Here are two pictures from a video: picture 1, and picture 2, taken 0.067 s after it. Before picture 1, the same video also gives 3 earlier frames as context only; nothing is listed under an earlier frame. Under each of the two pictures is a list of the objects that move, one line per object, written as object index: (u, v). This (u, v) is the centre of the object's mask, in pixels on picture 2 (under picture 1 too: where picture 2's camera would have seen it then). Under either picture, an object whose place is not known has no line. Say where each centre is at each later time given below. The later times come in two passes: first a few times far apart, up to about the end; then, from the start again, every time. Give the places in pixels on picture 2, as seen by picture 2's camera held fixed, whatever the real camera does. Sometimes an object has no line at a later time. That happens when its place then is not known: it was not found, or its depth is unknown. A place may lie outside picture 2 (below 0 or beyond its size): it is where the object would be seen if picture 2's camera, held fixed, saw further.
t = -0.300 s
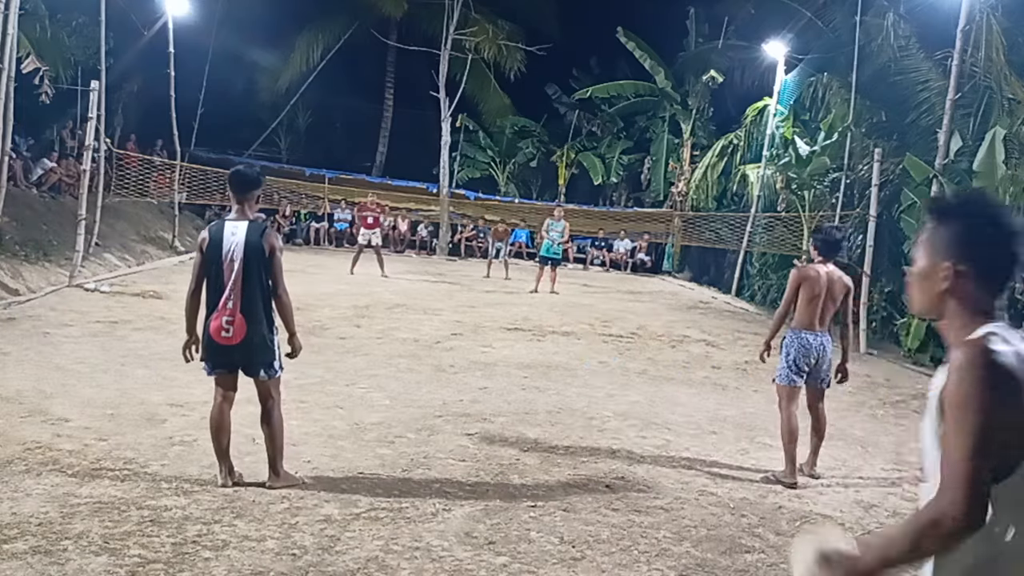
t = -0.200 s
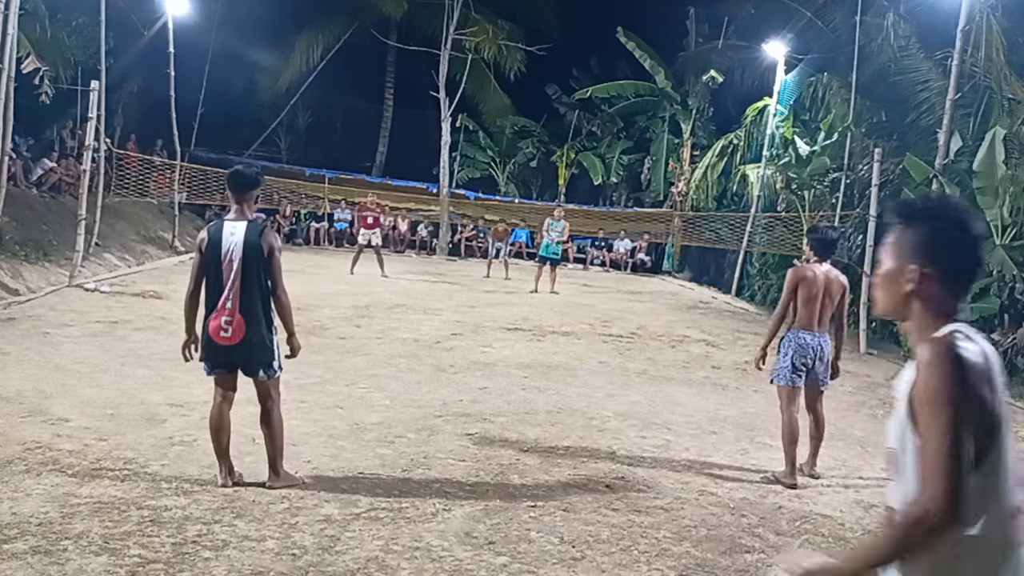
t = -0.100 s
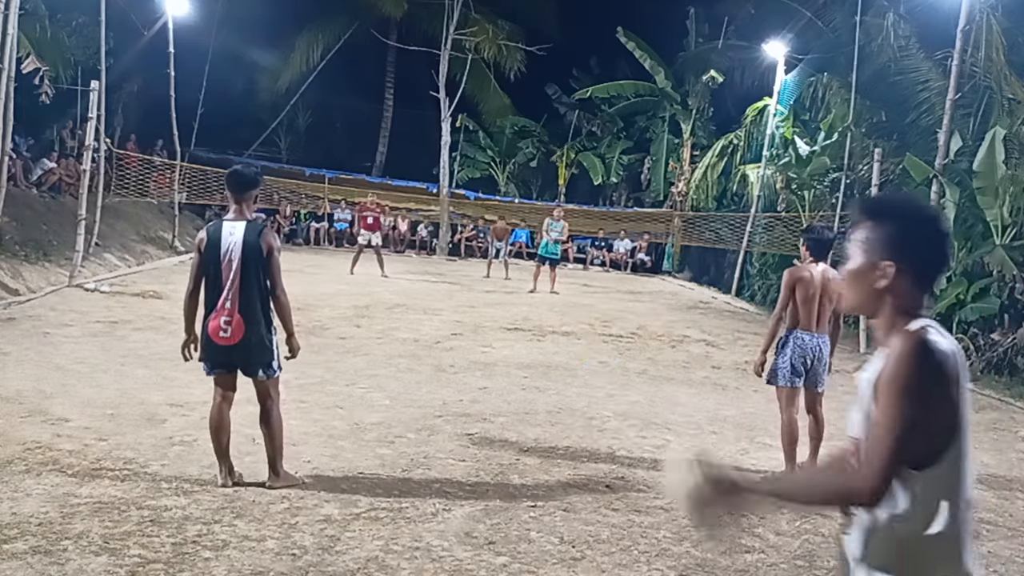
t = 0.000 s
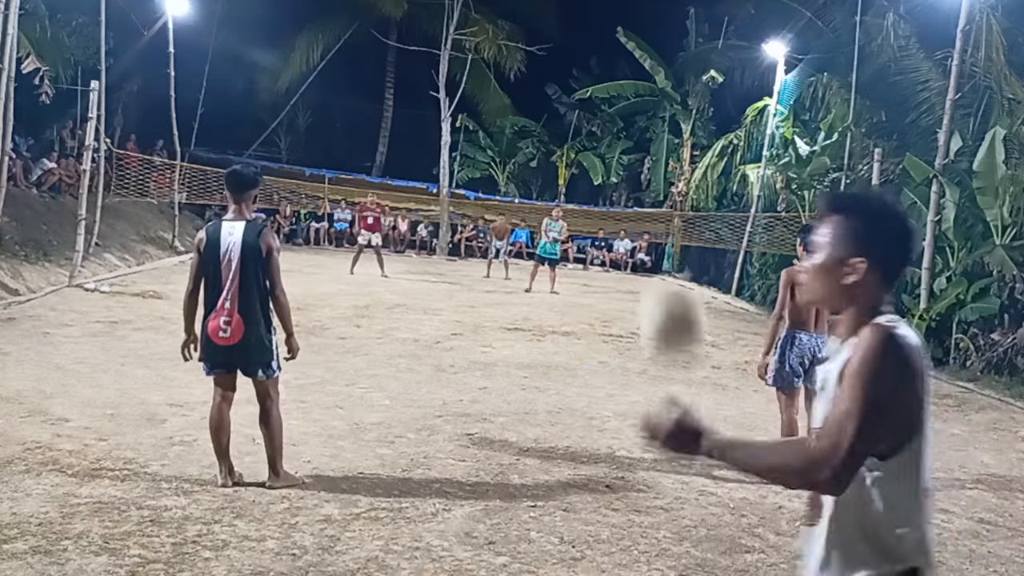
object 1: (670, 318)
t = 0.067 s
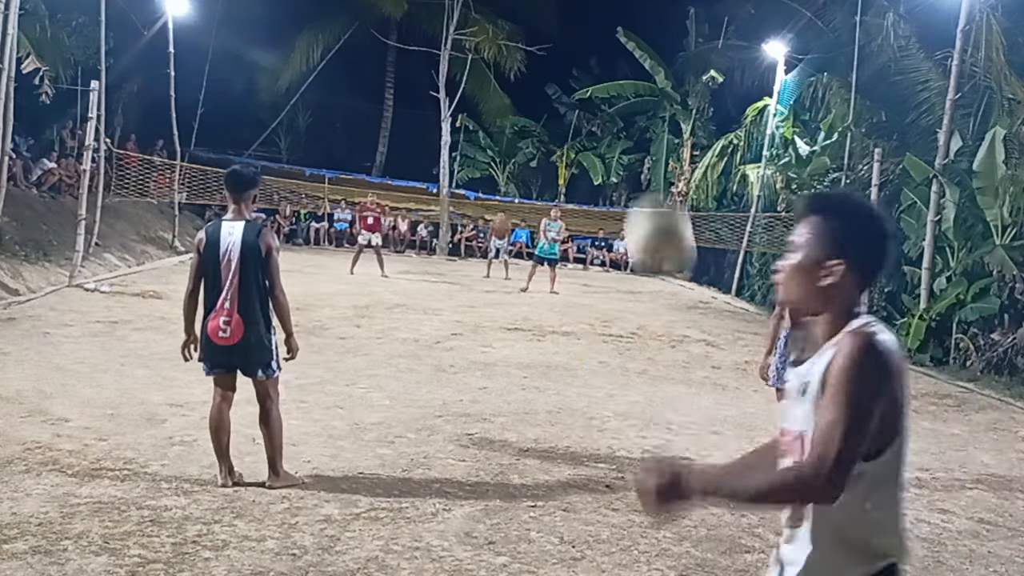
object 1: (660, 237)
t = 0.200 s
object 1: (628, 129)
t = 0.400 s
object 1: (577, 108)
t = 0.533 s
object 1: (540, 173)
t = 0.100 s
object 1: (650, 200)
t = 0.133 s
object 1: (643, 171)
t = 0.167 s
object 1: (636, 146)
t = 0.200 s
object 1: (628, 129)
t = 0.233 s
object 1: (621, 115)
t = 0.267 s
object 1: (612, 104)
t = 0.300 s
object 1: (604, 99)
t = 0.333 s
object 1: (595, 97)
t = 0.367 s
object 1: (586, 100)
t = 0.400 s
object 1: (577, 108)
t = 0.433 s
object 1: (568, 118)
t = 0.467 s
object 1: (559, 133)
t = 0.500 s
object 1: (548, 153)
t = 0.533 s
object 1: (540, 173)
